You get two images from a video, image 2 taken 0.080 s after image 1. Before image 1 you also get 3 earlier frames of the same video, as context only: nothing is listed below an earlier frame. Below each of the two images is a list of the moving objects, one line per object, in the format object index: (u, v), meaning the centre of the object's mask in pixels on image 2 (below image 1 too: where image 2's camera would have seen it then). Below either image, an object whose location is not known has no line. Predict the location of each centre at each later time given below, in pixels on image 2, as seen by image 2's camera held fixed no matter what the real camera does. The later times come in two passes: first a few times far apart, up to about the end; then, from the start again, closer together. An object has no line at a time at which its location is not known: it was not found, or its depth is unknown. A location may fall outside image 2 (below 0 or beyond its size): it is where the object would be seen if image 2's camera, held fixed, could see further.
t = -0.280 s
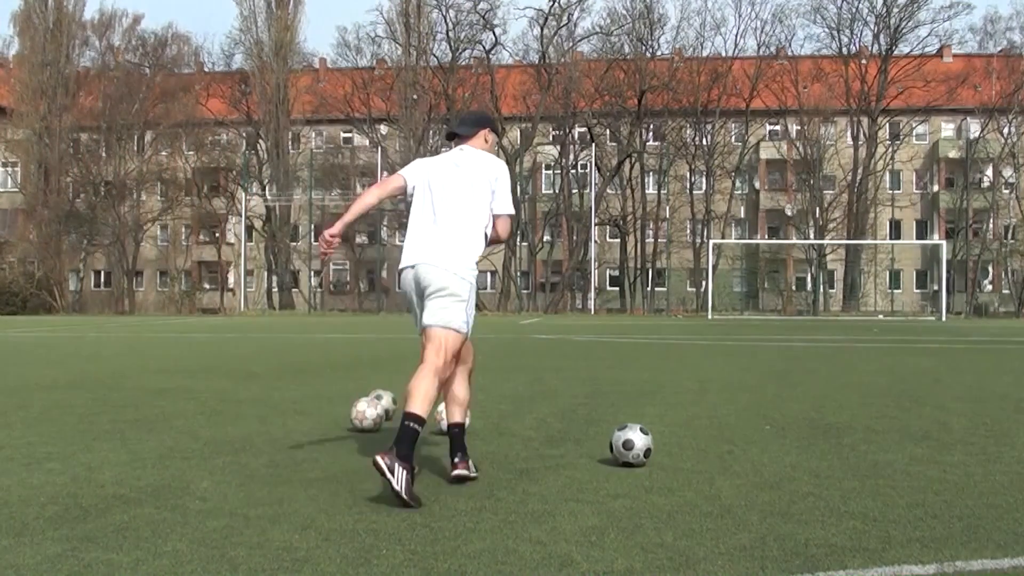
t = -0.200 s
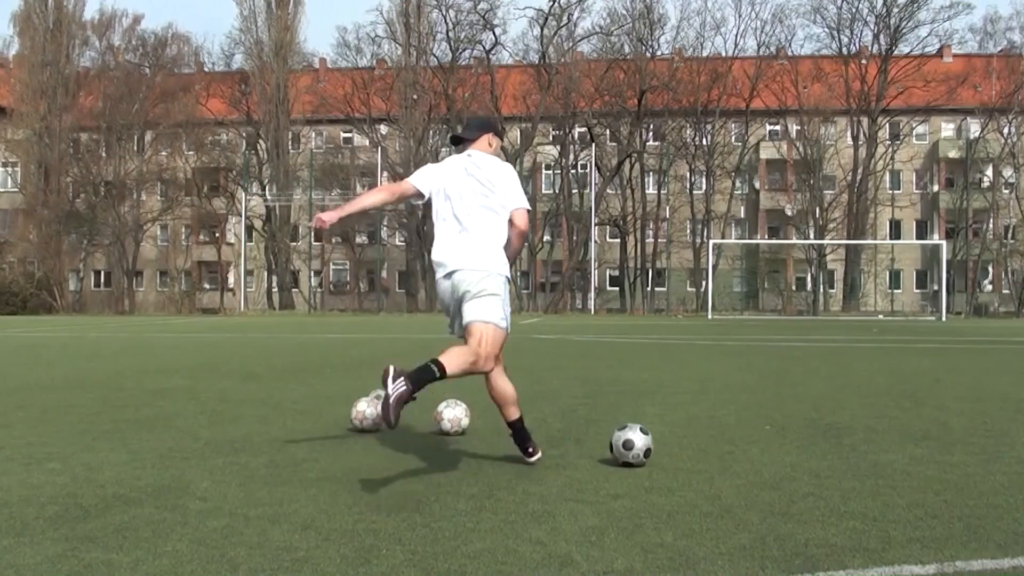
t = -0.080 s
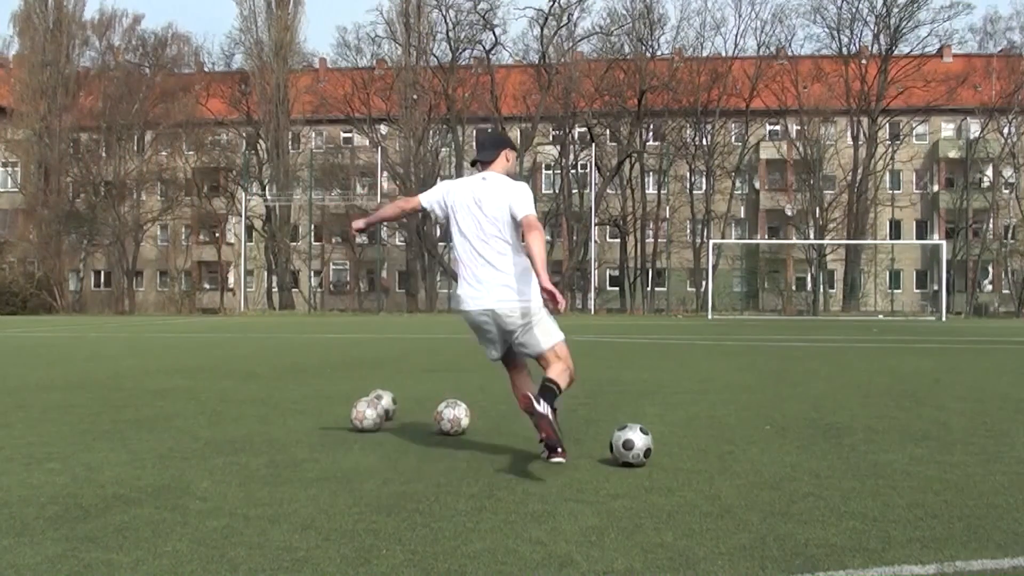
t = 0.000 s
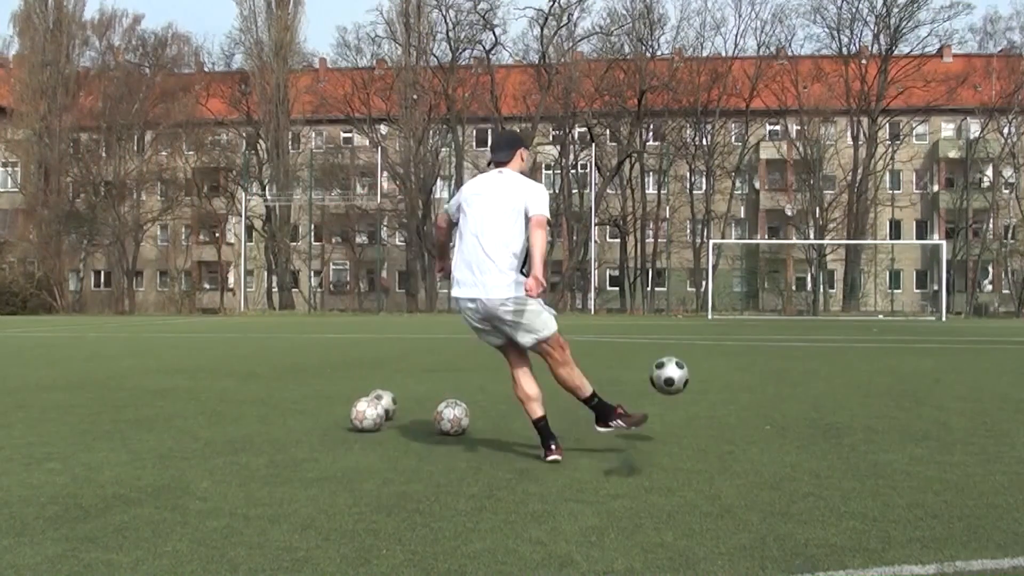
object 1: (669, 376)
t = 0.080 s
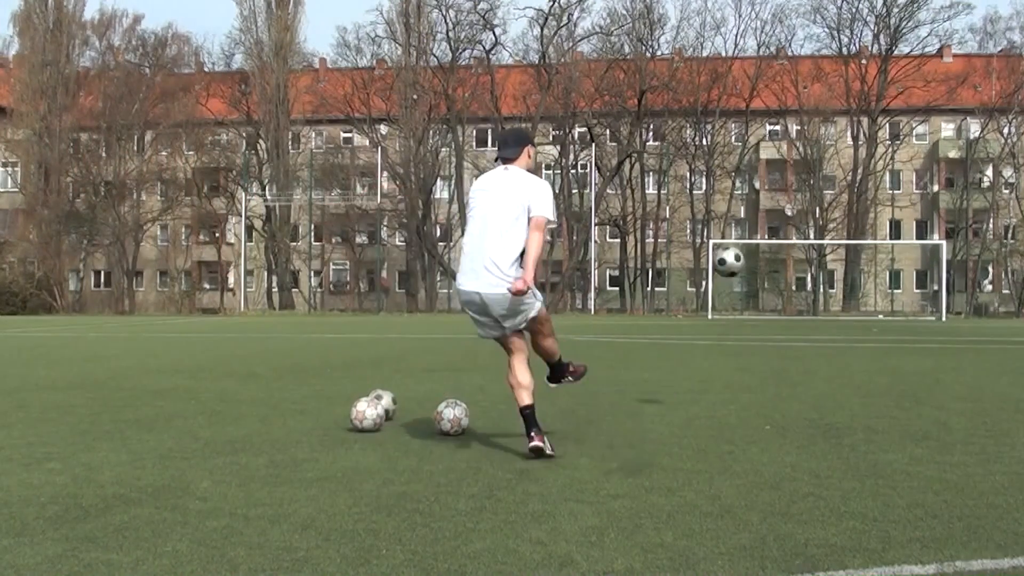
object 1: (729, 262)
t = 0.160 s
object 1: (766, 187)
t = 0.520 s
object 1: (836, 79)
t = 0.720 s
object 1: (857, 79)
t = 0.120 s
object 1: (749, 221)
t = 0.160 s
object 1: (766, 187)
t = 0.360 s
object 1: (815, 98)
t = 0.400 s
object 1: (821, 91)
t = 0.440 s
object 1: (826, 85)
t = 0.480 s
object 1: (832, 82)
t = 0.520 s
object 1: (836, 79)
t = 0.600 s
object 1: (846, 77)
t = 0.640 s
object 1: (850, 77)
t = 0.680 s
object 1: (854, 78)
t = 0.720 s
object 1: (857, 79)
